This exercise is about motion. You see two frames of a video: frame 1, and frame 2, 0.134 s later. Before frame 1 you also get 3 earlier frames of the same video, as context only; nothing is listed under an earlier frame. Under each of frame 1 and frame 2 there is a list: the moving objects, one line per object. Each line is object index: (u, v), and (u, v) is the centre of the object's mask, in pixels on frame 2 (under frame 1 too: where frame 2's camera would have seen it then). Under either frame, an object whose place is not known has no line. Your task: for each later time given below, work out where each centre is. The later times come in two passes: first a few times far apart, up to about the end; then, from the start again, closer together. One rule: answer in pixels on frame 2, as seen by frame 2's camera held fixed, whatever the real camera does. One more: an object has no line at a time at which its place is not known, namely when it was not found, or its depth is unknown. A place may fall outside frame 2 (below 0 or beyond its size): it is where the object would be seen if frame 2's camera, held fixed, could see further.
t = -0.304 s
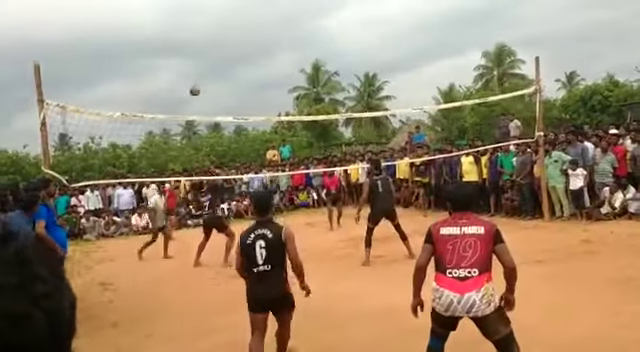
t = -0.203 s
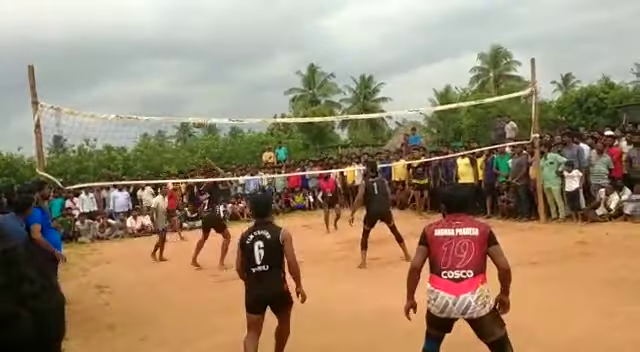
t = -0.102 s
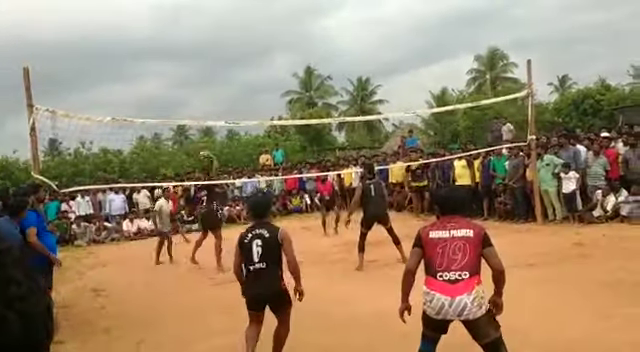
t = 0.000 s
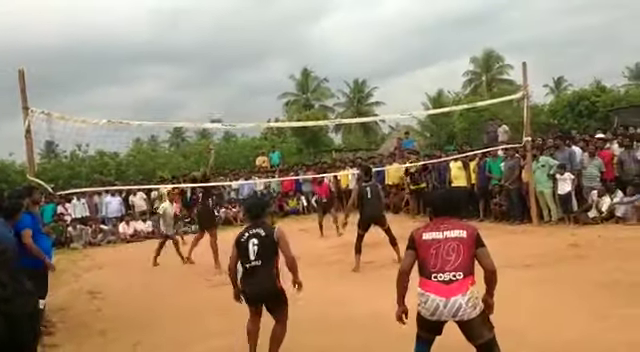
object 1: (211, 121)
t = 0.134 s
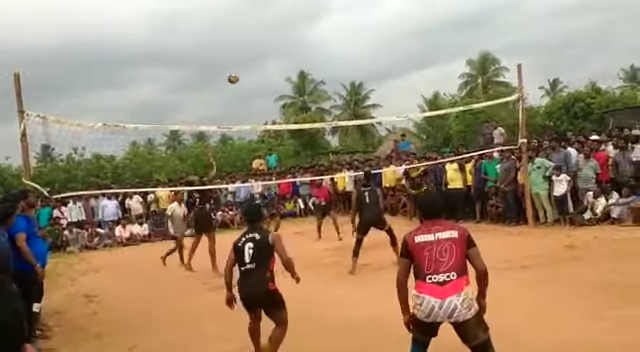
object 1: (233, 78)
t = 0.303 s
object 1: (258, 36)
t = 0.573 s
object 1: (299, 3)
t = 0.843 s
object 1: (340, 7)
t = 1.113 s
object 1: (382, 42)
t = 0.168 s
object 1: (238, 68)
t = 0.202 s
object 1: (243, 59)
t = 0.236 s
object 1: (248, 51)
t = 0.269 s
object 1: (254, 43)
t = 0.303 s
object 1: (258, 36)
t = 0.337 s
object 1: (264, 30)
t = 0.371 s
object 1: (269, 24)
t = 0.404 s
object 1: (274, 19)
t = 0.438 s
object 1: (279, 15)
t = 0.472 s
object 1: (284, 12)
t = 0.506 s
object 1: (289, 8)
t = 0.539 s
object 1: (294, 5)
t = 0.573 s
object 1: (299, 3)
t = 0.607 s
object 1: (304, 2)
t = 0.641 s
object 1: (309, 1)
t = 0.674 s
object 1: (314, 0)
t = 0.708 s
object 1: (320, 0)
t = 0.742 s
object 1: (324, 1)
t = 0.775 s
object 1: (330, 3)
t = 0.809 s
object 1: (335, 4)
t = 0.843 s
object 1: (340, 7)
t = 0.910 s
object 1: (351, 13)
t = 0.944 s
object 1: (356, 17)
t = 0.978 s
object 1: (361, 21)
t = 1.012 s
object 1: (367, 26)
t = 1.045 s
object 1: (372, 32)
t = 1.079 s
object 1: (377, 36)
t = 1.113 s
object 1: (382, 42)
